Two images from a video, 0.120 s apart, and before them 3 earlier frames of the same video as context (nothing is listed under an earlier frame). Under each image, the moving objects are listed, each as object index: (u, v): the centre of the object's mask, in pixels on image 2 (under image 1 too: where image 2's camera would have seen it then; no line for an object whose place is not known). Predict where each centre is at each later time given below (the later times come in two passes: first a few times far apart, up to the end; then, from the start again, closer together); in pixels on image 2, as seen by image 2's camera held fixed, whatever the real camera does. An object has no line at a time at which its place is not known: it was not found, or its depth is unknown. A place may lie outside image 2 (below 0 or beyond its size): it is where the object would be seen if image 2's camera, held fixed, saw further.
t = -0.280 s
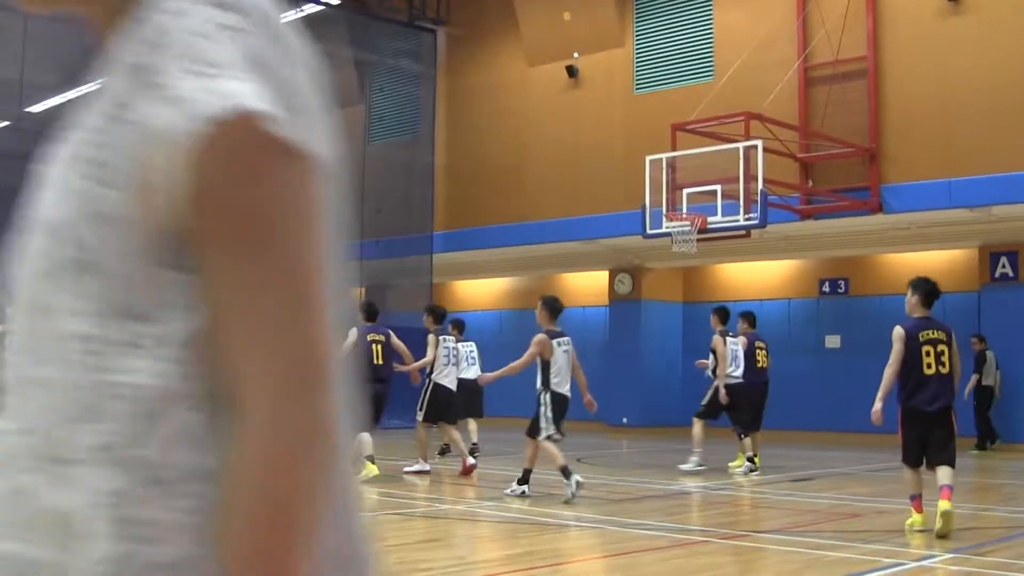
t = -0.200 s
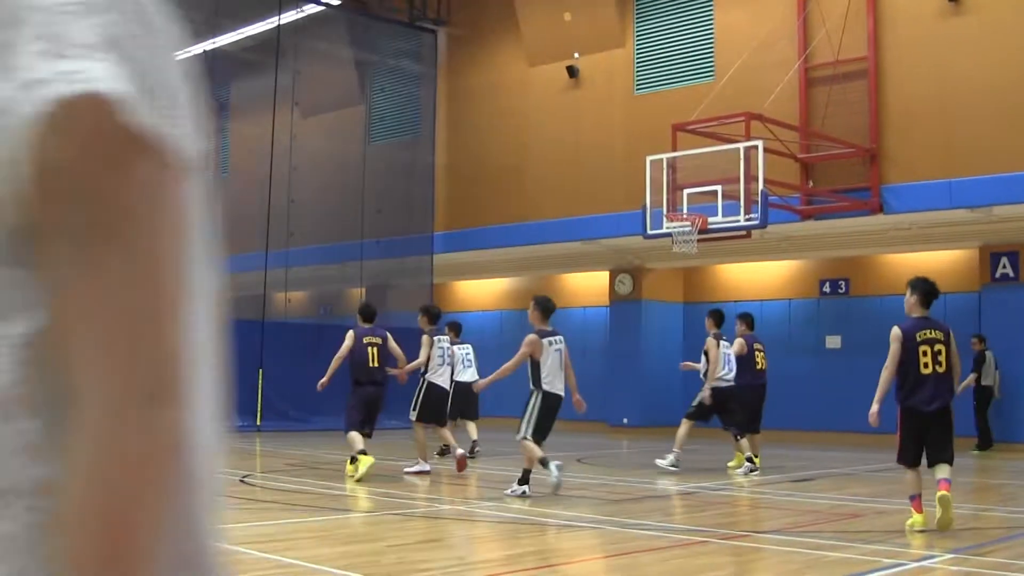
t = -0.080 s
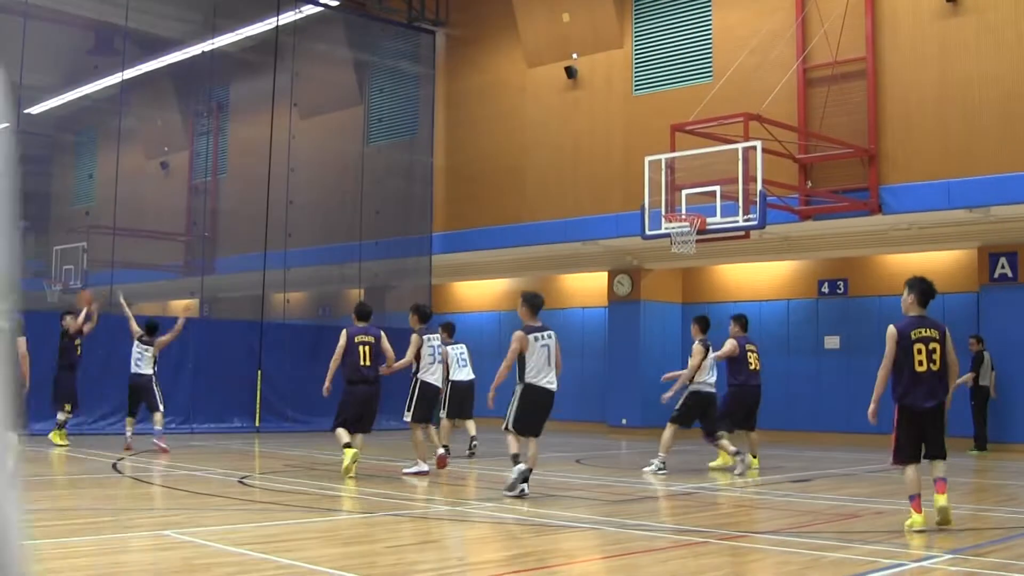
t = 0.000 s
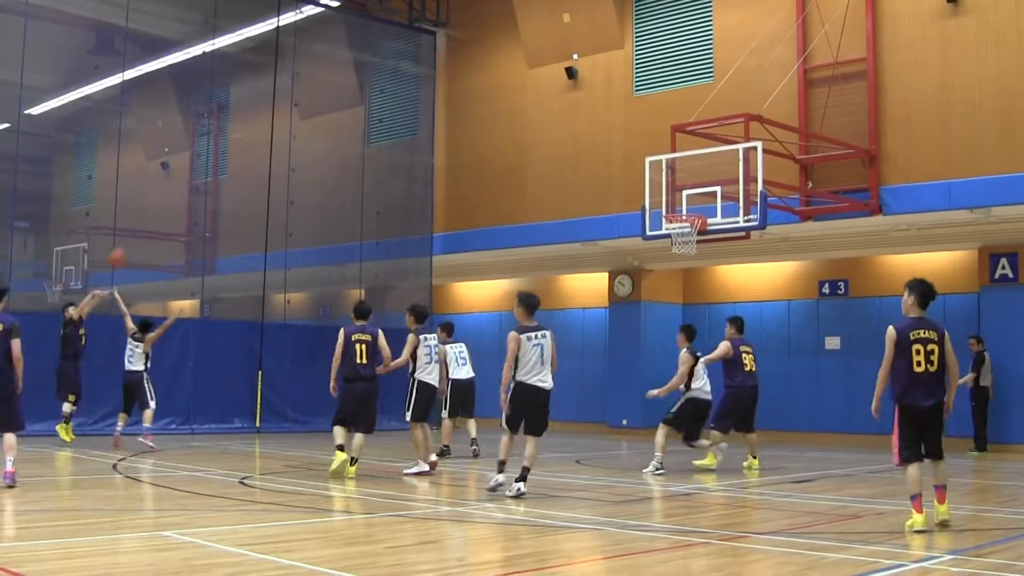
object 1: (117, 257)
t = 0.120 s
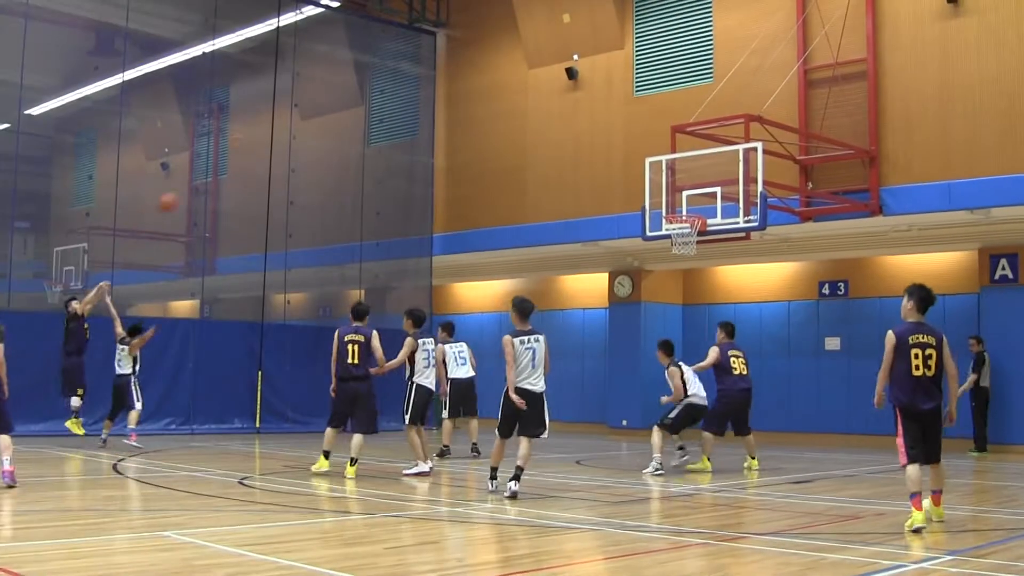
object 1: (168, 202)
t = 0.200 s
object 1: (201, 171)
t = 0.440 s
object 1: (302, 103)
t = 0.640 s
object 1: (388, 76)
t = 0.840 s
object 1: (472, 79)
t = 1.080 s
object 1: (575, 122)
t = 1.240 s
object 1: (644, 176)
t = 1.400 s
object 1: (700, 240)
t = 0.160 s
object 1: (184, 186)
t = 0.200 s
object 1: (201, 171)
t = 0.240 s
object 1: (219, 158)
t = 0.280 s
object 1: (236, 144)
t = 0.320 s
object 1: (252, 132)
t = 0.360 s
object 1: (268, 121)
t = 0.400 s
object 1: (286, 111)
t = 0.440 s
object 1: (302, 103)
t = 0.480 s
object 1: (318, 95)
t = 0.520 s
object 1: (337, 89)
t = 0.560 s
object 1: (354, 84)
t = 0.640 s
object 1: (388, 76)
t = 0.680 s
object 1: (405, 74)
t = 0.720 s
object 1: (422, 74)
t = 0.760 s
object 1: (438, 74)
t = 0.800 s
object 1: (455, 76)
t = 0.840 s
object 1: (472, 79)
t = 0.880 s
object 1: (490, 83)
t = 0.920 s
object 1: (507, 89)
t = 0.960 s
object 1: (524, 95)
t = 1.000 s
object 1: (541, 103)
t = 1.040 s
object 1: (558, 112)
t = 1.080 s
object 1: (575, 122)
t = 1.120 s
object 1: (592, 133)
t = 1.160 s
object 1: (609, 146)
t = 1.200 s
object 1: (626, 160)
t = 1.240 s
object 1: (644, 176)
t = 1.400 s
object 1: (700, 240)
